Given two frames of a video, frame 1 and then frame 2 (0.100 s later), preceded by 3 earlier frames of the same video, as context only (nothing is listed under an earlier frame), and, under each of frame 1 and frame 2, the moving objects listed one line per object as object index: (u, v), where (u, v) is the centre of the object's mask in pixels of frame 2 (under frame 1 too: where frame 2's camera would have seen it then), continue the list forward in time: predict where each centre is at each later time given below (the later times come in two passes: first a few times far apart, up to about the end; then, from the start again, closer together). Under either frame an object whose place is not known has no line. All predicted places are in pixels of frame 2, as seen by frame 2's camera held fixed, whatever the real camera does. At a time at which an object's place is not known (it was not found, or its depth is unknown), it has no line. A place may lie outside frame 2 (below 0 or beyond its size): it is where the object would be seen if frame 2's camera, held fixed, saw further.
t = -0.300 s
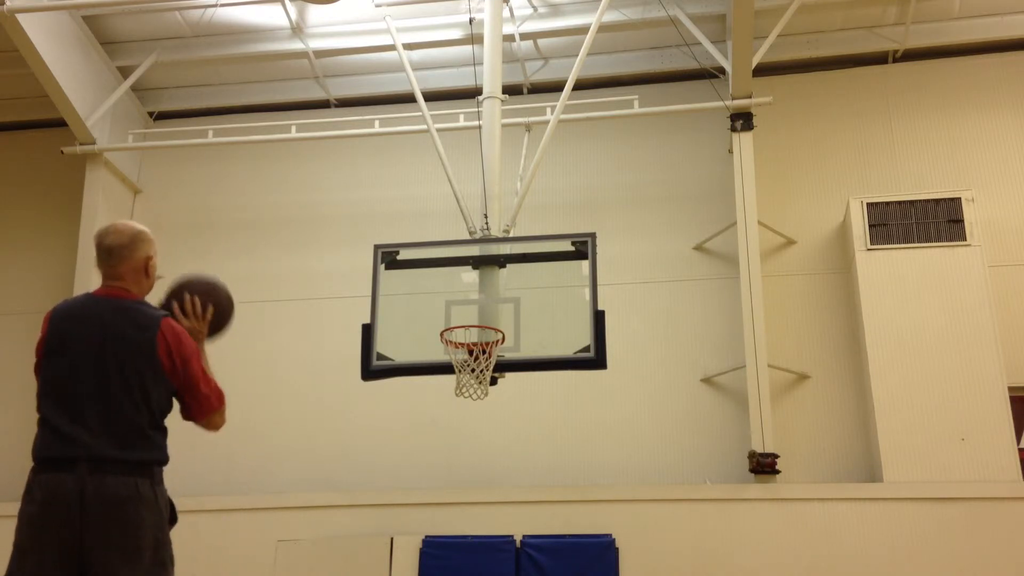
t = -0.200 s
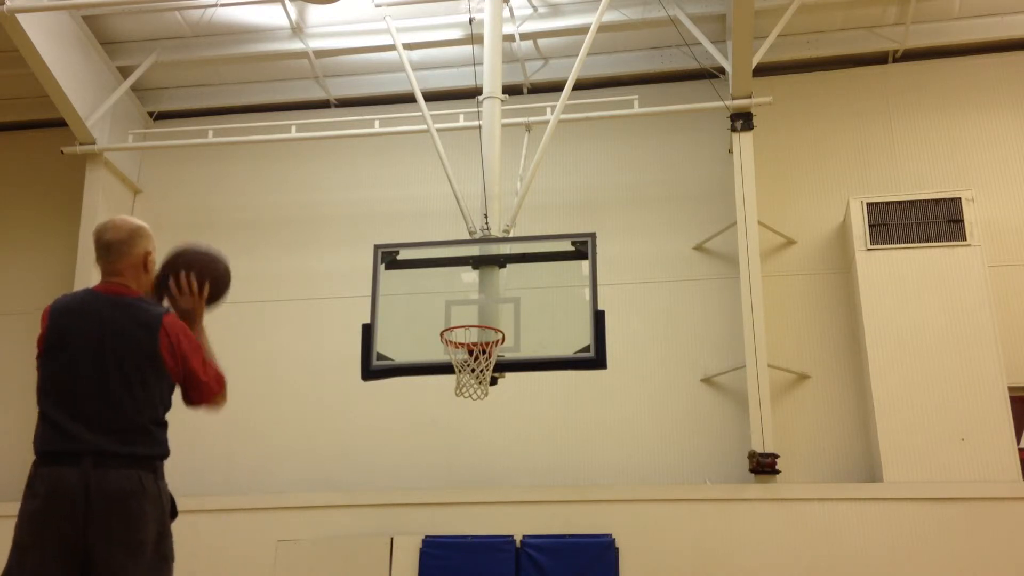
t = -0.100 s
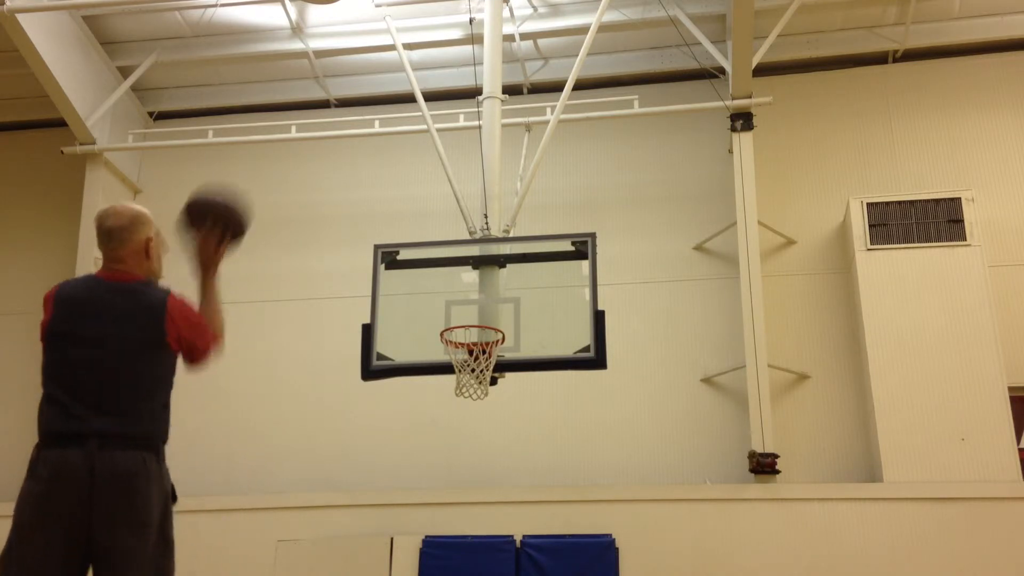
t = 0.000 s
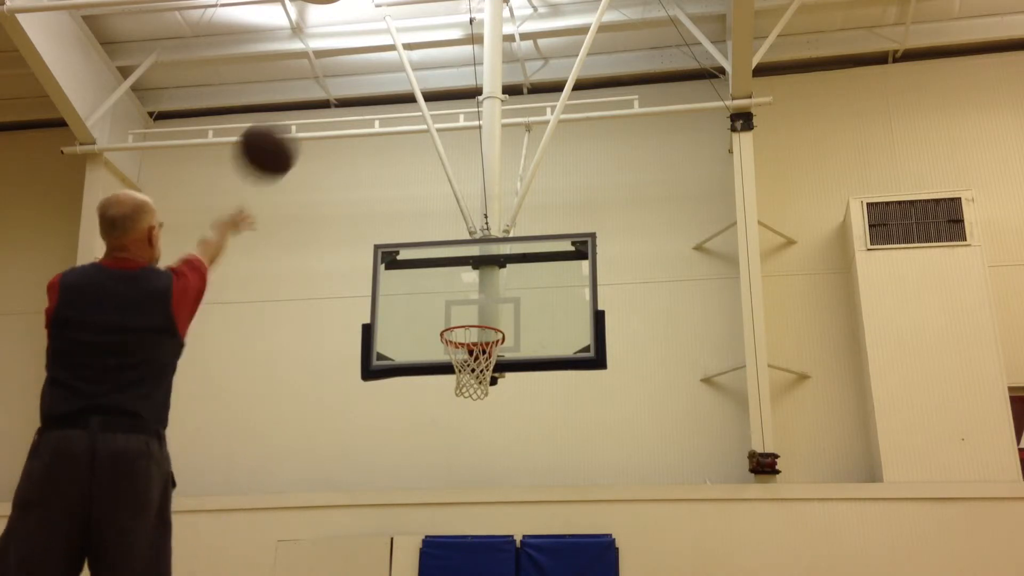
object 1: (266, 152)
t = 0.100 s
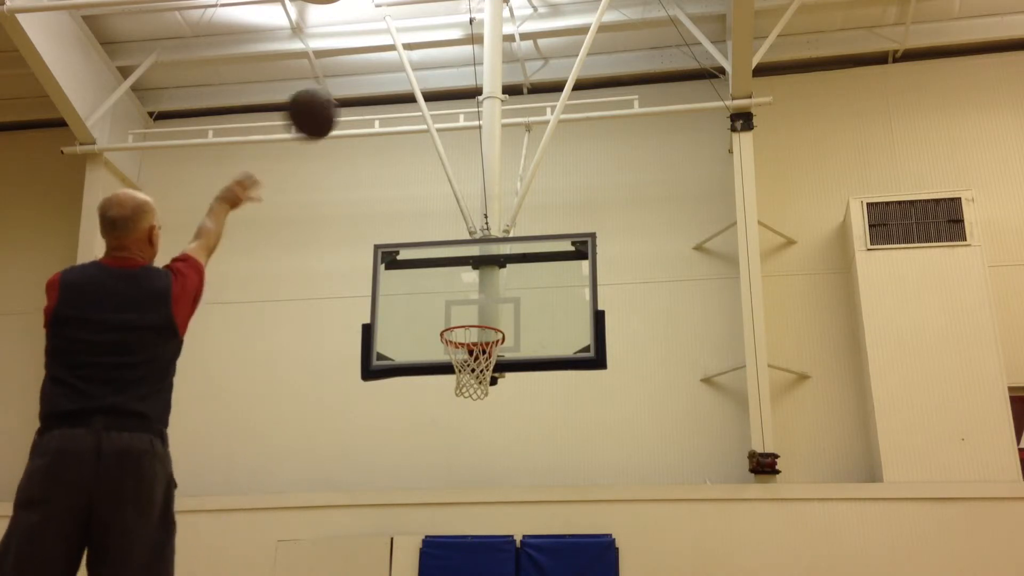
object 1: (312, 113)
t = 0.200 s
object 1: (345, 100)
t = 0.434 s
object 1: (403, 126)
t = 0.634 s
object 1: (437, 195)
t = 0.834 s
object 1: (463, 299)
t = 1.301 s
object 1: (470, 430)
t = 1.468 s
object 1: (466, 516)
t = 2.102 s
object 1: (453, 556)
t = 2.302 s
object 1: (449, 536)
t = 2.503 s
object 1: (443, 567)
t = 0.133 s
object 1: (324, 107)
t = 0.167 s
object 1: (335, 103)
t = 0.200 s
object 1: (345, 100)
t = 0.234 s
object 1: (355, 99)
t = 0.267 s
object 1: (365, 100)
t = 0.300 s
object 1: (373, 103)
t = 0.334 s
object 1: (381, 107)
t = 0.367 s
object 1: (389, 112)
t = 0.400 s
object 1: (396, 117)
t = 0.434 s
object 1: (403, 126)
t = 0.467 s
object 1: (409, 135)
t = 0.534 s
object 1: (421, 156)
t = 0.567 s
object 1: (427, 168)
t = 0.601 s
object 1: (432, 181)
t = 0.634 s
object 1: (437, 195)
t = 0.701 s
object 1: (447, 225)
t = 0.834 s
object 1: (463, 299)
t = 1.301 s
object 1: (470, 430)
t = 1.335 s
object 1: (469, 444)
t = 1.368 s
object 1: (469, 458)
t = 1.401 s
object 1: (468, 475)
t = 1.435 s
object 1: (467, 494)
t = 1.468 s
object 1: (466, 516)
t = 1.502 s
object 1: (464, 540)
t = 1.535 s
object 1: (464, 561)
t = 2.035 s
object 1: (454, 566)
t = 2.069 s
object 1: (455, 563)
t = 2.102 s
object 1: (453, 556)
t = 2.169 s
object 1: (452, 542)
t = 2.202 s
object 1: (452, 537)
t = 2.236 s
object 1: (451, 536)
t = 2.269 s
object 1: (450, 535)
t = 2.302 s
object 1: (449, 536)
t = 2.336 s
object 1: (449, 537)
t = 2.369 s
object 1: (448, 542)
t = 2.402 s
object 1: (447, 549)
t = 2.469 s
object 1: (445, 562)
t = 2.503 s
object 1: (443, 567)
